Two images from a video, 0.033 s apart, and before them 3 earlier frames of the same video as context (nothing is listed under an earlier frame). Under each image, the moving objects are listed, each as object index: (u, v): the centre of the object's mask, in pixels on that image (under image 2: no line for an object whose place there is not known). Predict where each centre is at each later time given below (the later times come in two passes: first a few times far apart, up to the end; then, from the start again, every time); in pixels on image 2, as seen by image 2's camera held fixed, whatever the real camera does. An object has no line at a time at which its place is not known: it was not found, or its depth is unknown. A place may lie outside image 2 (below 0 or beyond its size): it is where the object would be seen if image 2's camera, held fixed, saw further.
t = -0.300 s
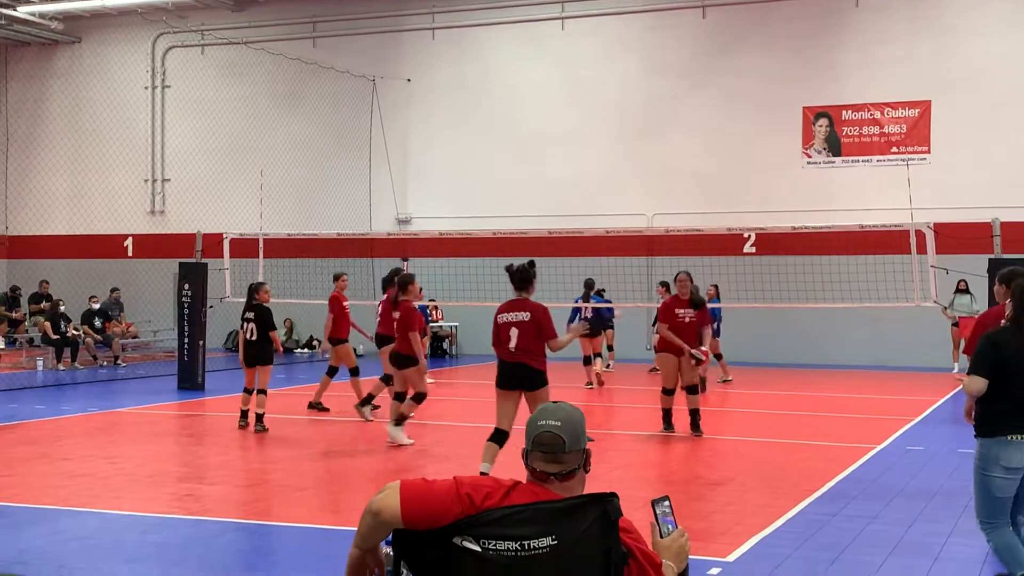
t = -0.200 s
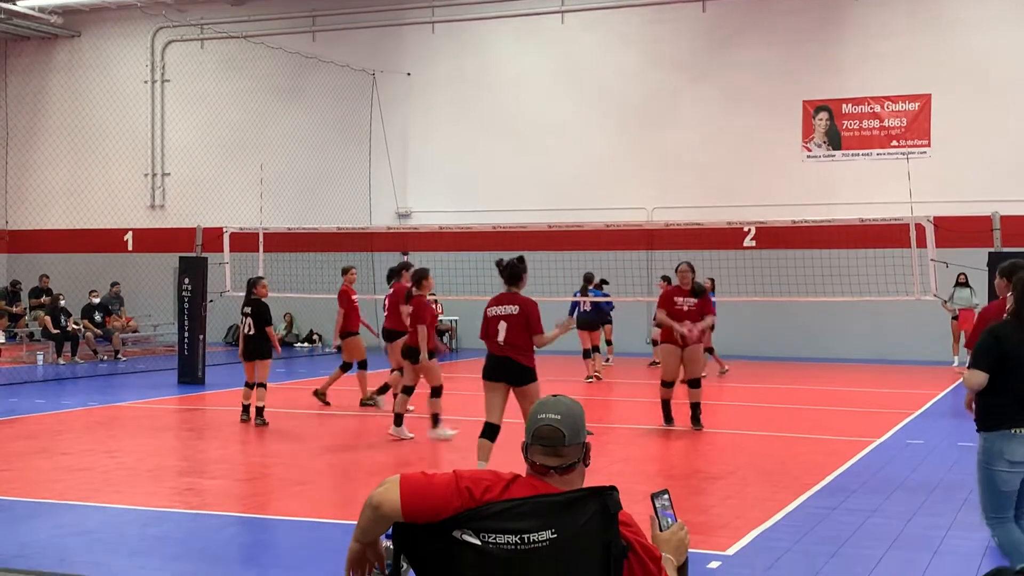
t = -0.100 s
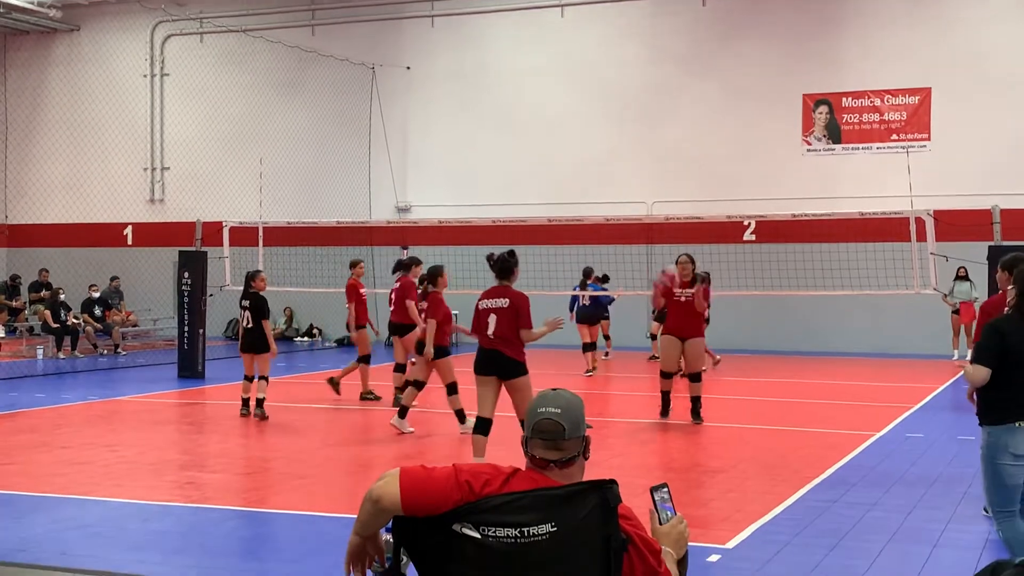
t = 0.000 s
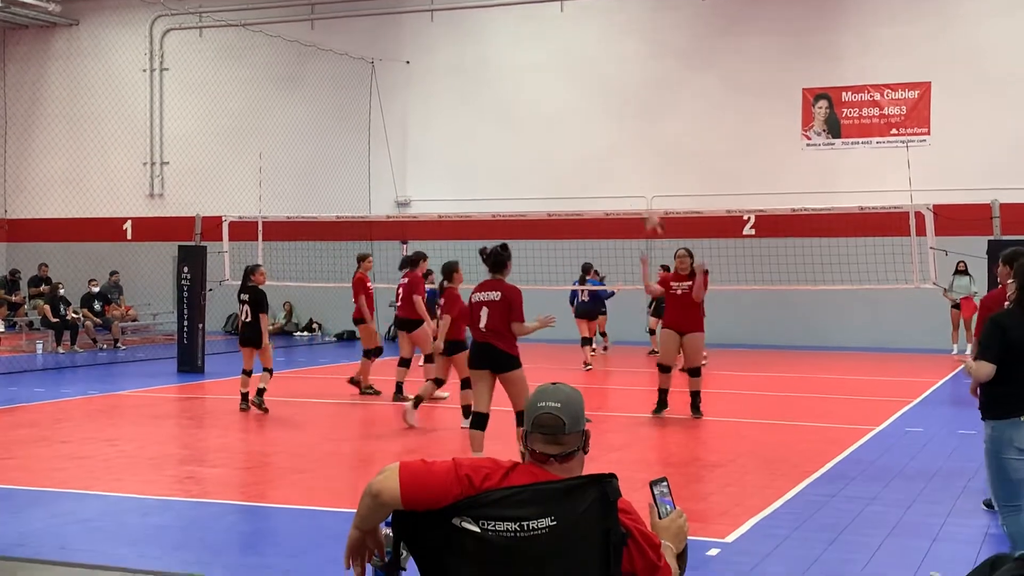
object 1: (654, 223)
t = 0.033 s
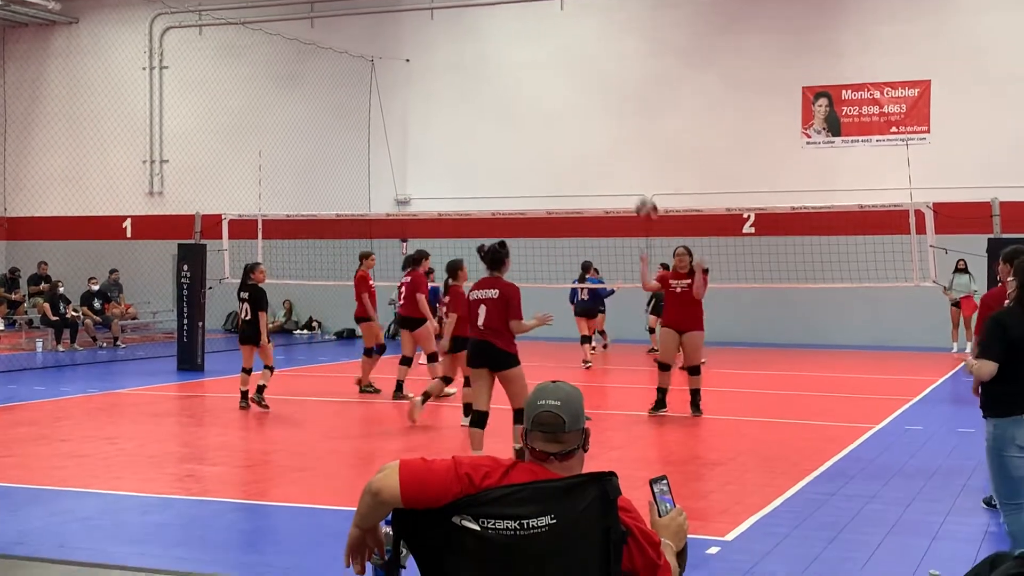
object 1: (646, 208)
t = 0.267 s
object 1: (602, 143)
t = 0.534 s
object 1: (547, 137)
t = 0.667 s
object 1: (518, 167)
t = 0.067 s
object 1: (640, 198)
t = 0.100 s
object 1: (634, 186)
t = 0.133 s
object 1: (628, 175)
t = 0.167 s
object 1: (622, 165)
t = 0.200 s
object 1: (615, 156)
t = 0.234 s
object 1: (609, 149)
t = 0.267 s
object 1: (602, 143)
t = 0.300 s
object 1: (596, 137)
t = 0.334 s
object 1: (589, 133)
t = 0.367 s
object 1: (583, 130)
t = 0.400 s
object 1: (576, 129)
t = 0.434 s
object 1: (569, 129)
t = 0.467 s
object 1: (562, 130)
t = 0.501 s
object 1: (555, 133)
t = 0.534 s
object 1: (547, 137)
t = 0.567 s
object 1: (540, 142)
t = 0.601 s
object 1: (533, 149)
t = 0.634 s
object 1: (525, 157)
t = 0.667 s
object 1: (518, 167)
